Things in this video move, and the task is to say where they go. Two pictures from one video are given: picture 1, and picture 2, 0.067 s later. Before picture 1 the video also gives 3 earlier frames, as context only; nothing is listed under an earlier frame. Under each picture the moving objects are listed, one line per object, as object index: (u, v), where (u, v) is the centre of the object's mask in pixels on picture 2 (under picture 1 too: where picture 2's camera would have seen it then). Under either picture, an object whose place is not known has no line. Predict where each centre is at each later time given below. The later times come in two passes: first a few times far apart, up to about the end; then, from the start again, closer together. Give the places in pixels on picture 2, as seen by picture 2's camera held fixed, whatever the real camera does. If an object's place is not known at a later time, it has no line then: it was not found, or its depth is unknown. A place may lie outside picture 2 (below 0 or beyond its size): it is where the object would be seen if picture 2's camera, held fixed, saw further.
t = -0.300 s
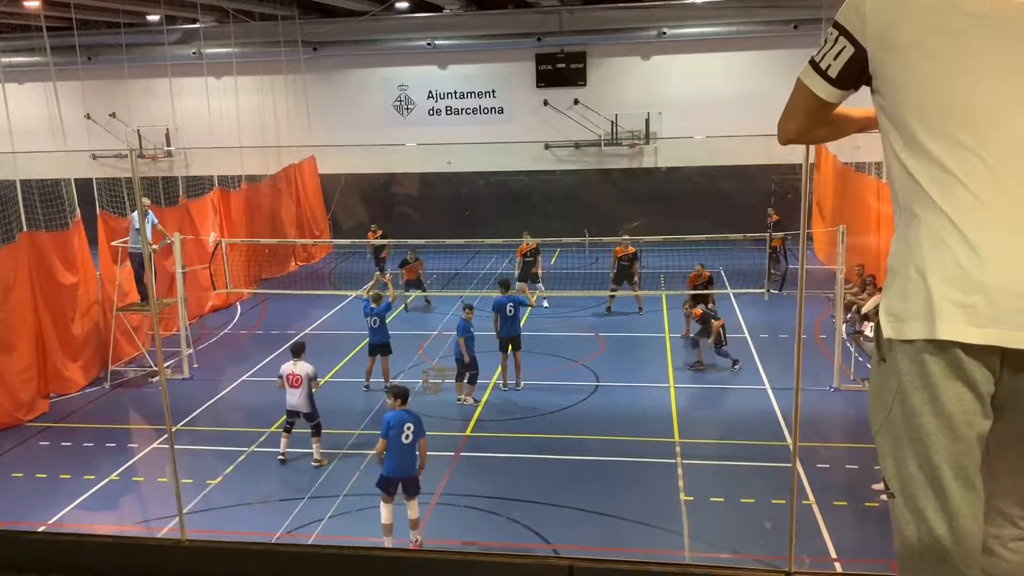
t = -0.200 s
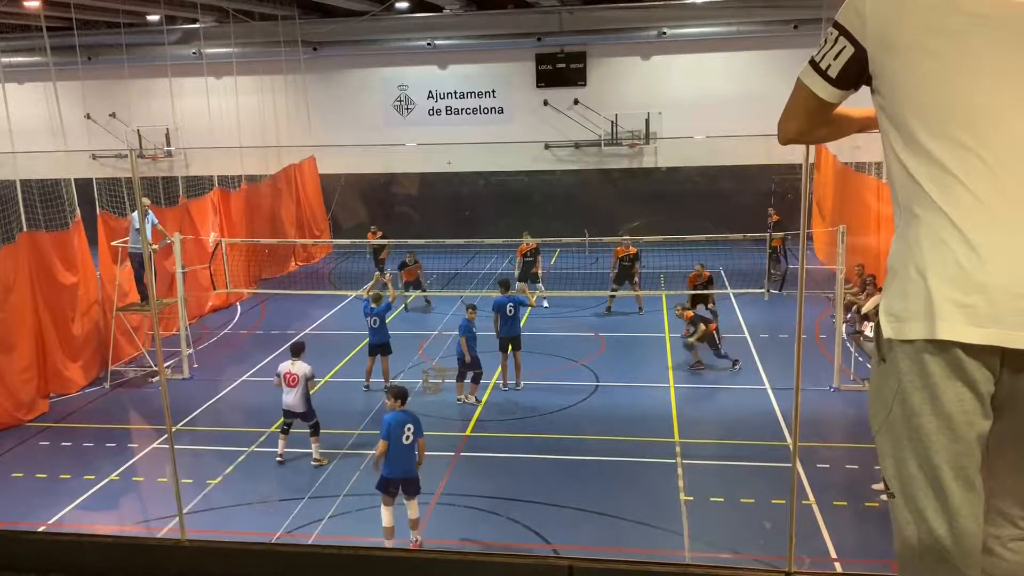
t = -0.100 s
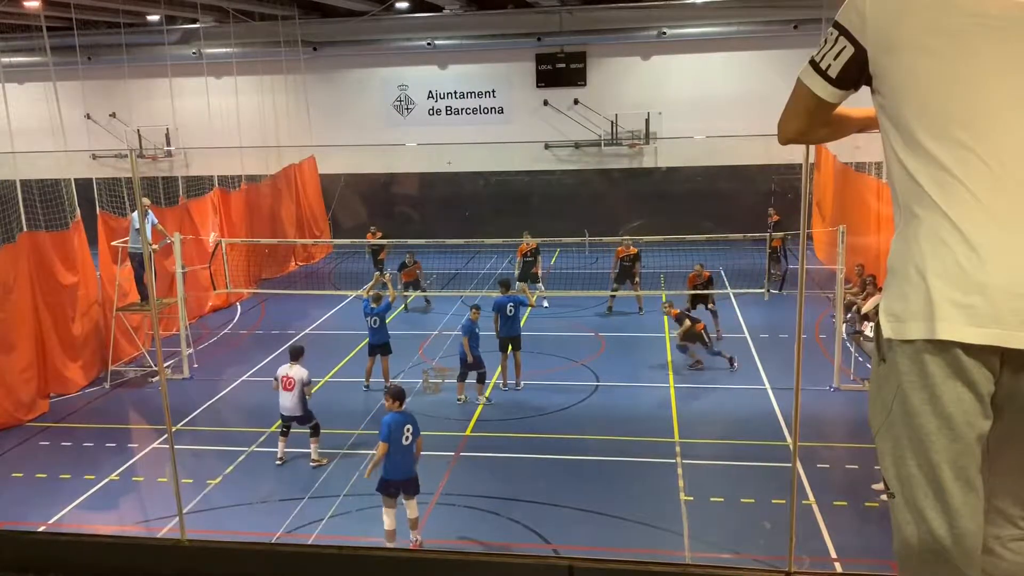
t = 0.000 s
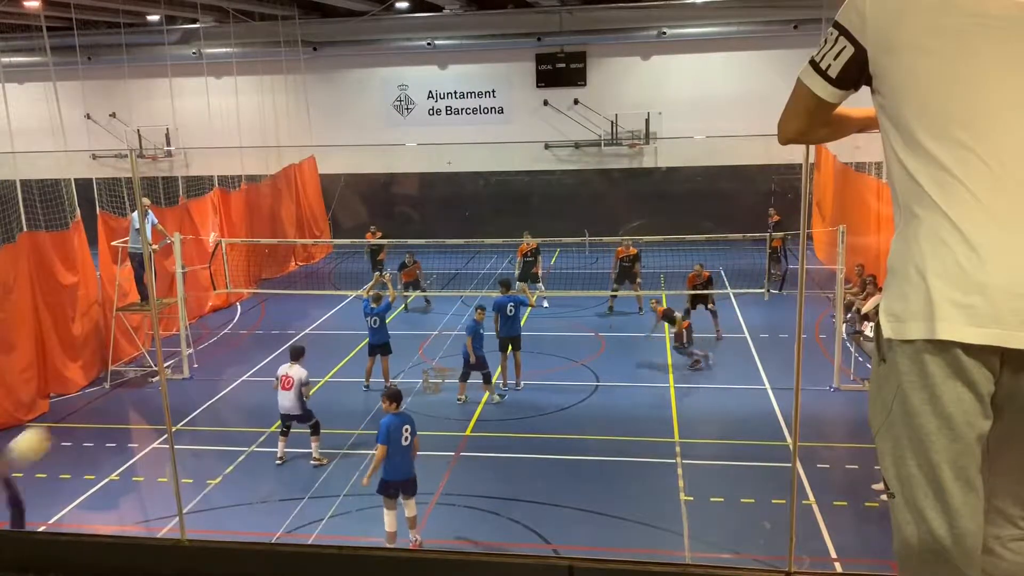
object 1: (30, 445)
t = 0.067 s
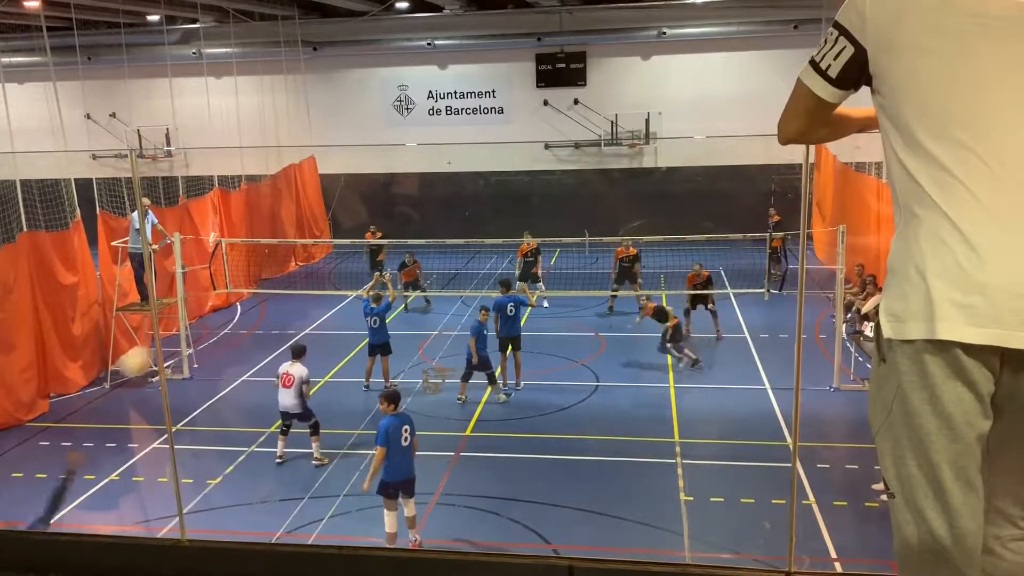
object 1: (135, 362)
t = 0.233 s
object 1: (321, 237)
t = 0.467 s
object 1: (477, 175)
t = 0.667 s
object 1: (559, 166)
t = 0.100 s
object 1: (180, 328)
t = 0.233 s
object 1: (321, 237)
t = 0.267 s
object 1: (348, 222)
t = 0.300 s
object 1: (374, 210)
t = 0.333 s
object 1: (398, 199)
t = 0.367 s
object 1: (420, 190)
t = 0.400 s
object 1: (440, 183)
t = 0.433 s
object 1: (459, 178)
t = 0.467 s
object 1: (477, 175)
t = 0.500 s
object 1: (493, 170)
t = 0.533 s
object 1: (508, 168)
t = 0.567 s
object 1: (522, 168)
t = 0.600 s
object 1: (534, 168)
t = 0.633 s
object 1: (547, 167)
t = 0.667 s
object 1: (559, 166)
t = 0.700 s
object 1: (569, 169)
